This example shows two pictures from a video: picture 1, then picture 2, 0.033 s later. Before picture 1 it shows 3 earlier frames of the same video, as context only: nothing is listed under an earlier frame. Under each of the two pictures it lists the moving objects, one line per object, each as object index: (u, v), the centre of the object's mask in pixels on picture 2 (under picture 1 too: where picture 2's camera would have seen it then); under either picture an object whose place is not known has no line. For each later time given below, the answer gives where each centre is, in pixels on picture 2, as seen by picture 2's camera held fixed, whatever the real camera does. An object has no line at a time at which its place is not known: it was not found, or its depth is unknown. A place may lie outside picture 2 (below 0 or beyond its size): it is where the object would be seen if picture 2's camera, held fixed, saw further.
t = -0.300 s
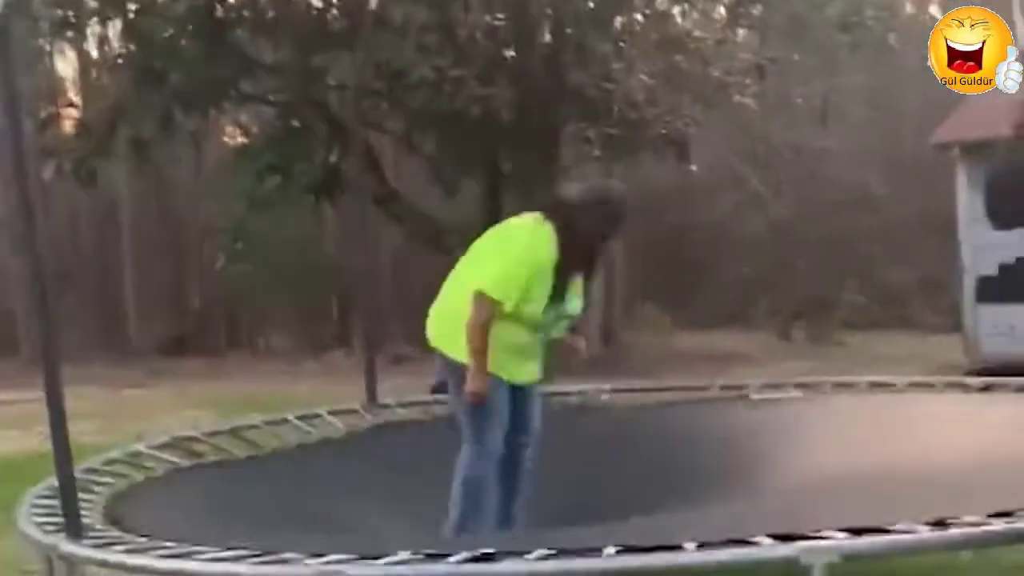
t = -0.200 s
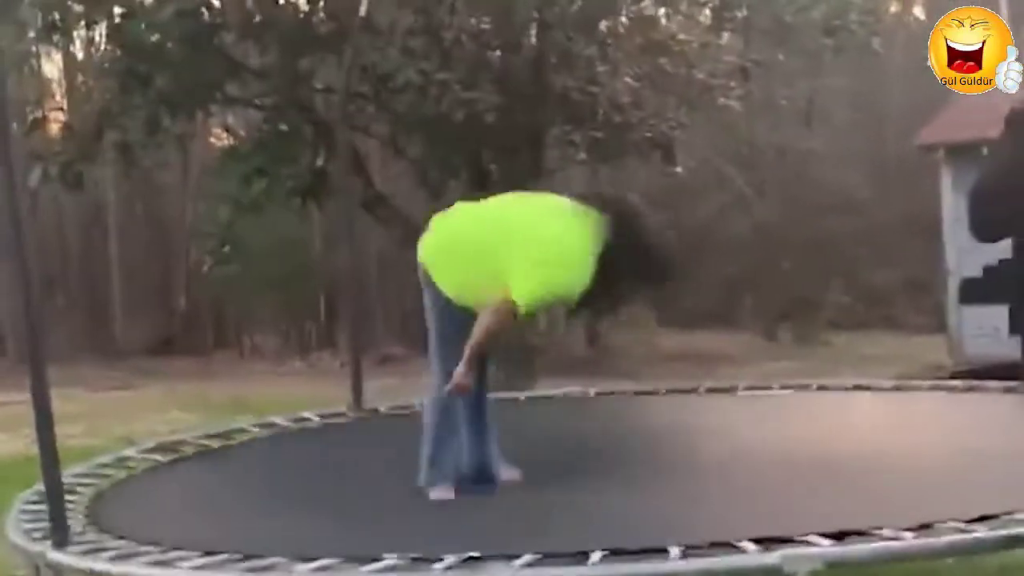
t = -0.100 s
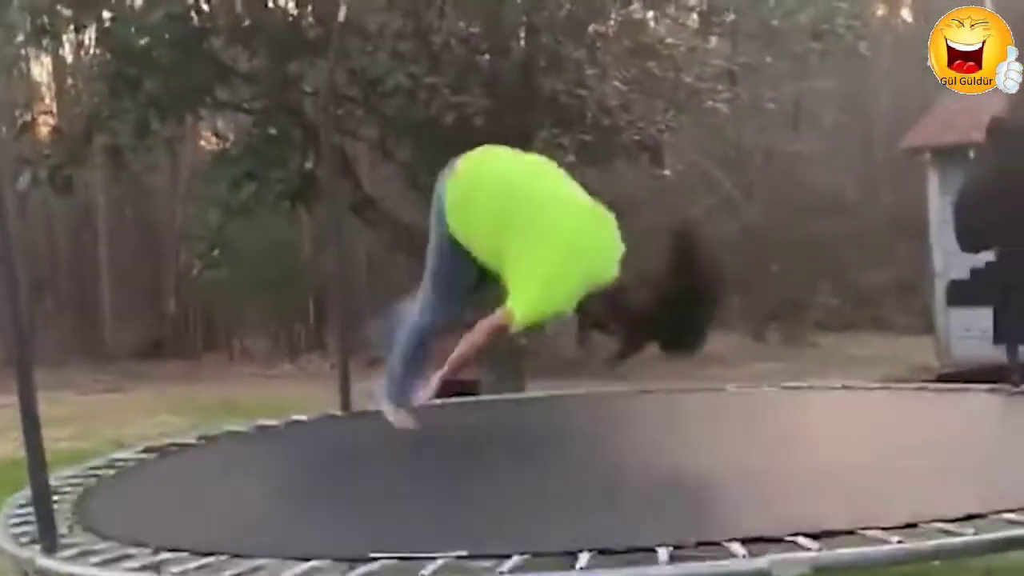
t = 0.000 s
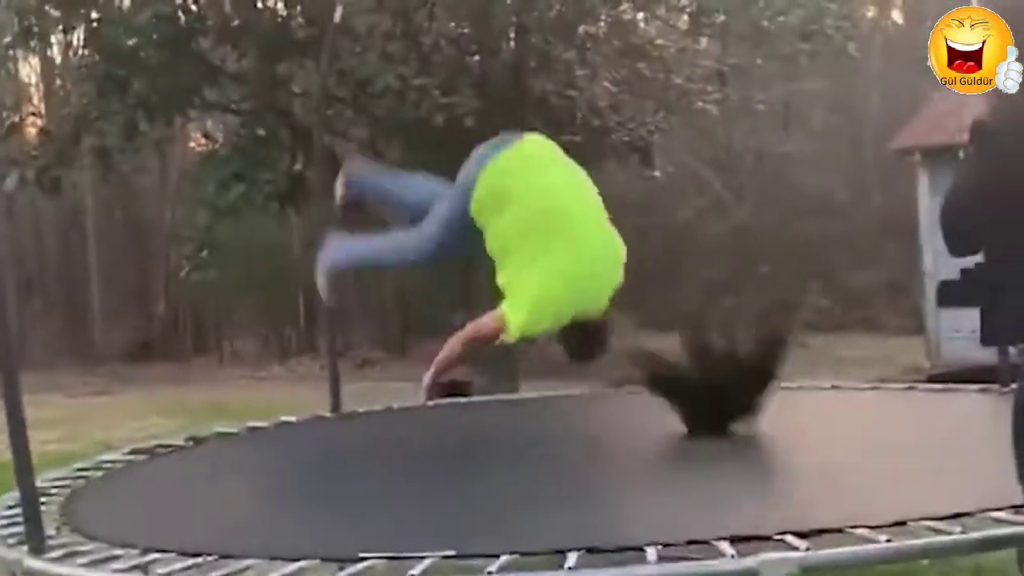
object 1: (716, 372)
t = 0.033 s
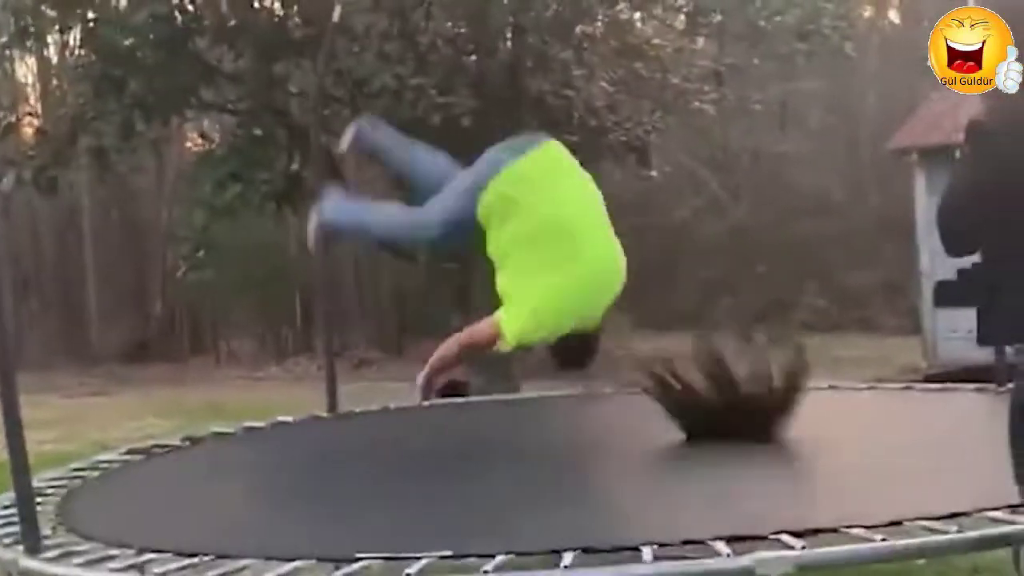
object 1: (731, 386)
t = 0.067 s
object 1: (742, 417)
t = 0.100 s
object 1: (750, 432)
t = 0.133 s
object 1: (760, 433)
